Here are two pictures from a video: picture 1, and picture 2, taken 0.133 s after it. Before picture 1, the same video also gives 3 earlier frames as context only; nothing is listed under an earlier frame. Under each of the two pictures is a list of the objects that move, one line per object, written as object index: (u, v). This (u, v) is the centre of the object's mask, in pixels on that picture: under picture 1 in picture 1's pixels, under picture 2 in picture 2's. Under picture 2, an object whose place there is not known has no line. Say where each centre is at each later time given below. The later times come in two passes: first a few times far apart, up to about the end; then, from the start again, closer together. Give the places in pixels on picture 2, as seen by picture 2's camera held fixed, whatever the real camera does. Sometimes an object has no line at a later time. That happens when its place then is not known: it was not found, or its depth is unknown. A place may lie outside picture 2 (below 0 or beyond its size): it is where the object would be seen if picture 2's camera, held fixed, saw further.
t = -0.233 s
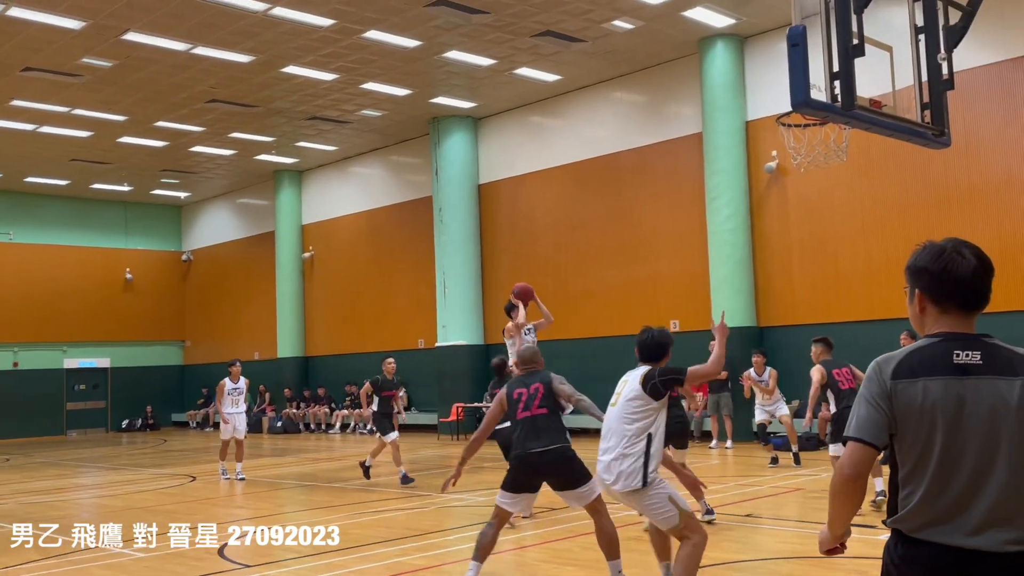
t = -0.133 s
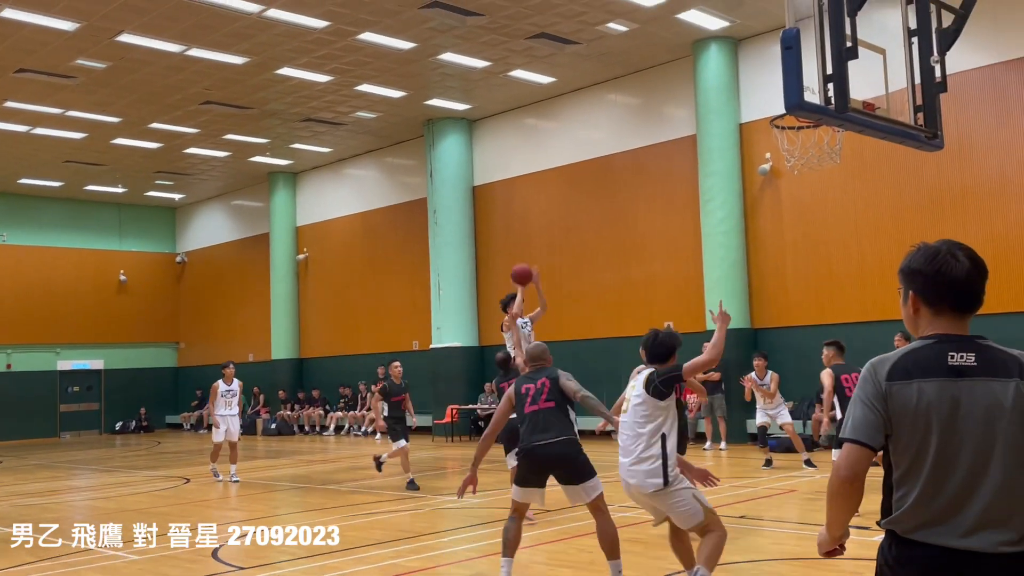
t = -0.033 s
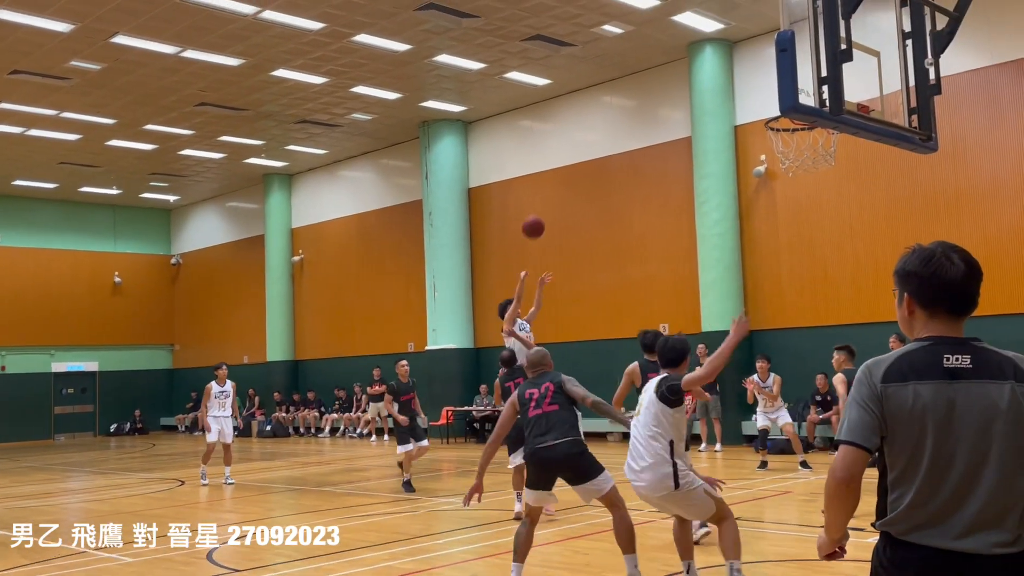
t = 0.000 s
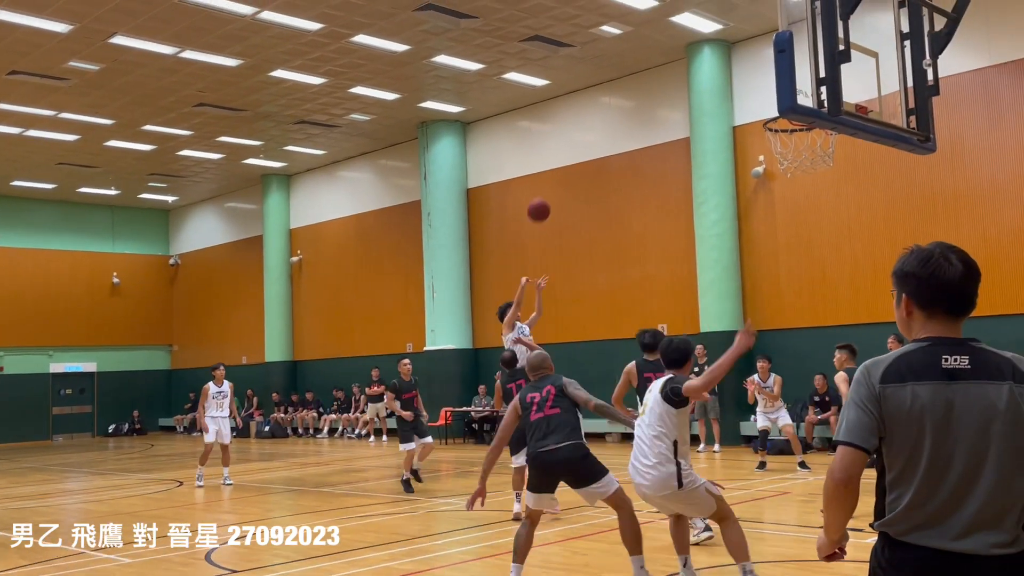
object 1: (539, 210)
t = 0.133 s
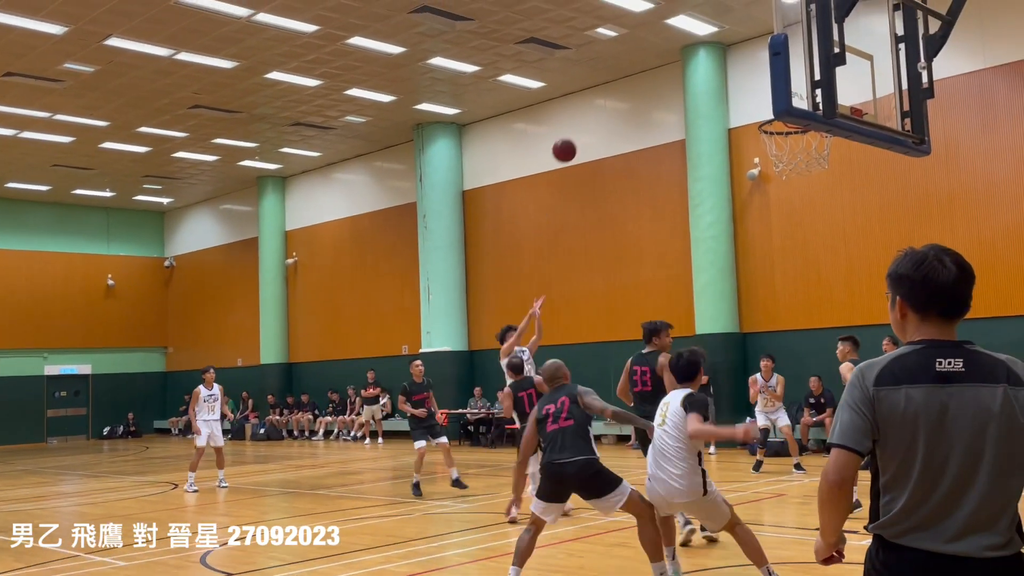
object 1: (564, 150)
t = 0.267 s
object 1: (598, 99)
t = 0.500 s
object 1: (670, 44)
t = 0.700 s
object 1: (748, 40)
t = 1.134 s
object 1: (764, 42)
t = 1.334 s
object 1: (720, 42)
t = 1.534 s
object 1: (675, 89)
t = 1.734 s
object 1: (639, 179)
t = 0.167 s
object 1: (572, 137)
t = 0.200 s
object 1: (581, 123)
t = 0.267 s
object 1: (598, 99)
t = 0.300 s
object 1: (608, 88)
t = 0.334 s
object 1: (617, 79)
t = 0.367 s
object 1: (627, 70)
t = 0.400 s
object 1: (637, 61)
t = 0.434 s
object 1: (648, 55)
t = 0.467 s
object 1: (659, 49)
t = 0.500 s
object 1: (670, 44)
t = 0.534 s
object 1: (681, 40)
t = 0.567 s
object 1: (693, 38)
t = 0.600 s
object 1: (707, 36)
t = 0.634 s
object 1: (720, 36)
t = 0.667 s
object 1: (734, 37)
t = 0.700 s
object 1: (748, 40)
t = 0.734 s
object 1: (760, 44)
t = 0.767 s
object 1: (766, 52)
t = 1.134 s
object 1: (764, 42)
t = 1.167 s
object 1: (760, 39)
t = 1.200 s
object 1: (754, 37)
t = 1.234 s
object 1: (745, 36)
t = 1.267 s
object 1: (736, 37)
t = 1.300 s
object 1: (728, 39)
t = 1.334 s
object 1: (720, 42)
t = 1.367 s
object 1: (712, 47)
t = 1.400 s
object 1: (704, 53)
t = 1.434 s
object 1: (696, 60)
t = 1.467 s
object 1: (689, 69)
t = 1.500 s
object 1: (682, 78)
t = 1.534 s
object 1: (675, 89)
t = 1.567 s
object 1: (670, 101)
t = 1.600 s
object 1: (663, 115)
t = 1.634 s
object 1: (657, 129)
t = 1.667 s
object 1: (651, 144)
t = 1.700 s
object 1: (646, 161)
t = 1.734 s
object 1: (639, 179)
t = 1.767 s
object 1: (632, 197)
